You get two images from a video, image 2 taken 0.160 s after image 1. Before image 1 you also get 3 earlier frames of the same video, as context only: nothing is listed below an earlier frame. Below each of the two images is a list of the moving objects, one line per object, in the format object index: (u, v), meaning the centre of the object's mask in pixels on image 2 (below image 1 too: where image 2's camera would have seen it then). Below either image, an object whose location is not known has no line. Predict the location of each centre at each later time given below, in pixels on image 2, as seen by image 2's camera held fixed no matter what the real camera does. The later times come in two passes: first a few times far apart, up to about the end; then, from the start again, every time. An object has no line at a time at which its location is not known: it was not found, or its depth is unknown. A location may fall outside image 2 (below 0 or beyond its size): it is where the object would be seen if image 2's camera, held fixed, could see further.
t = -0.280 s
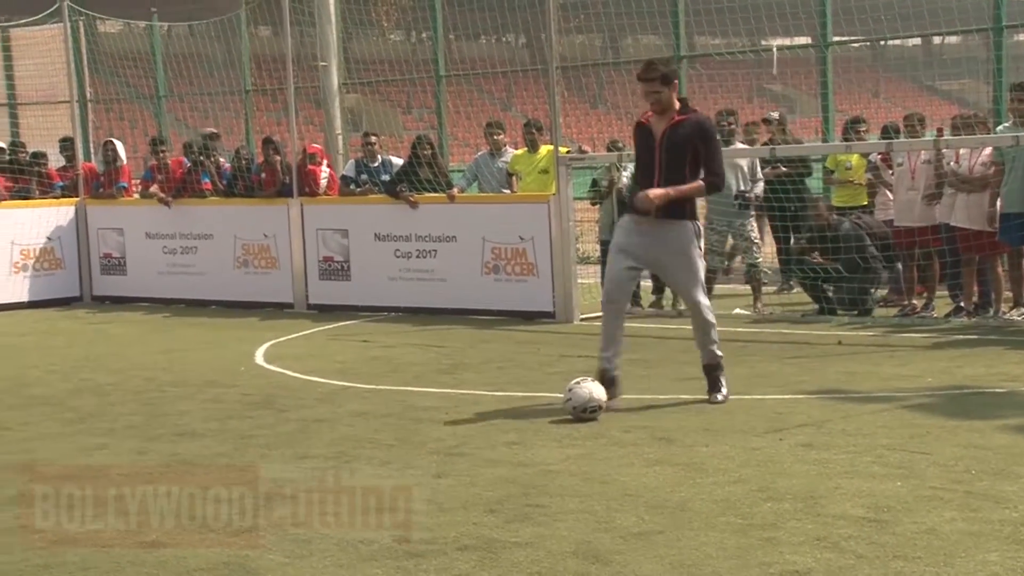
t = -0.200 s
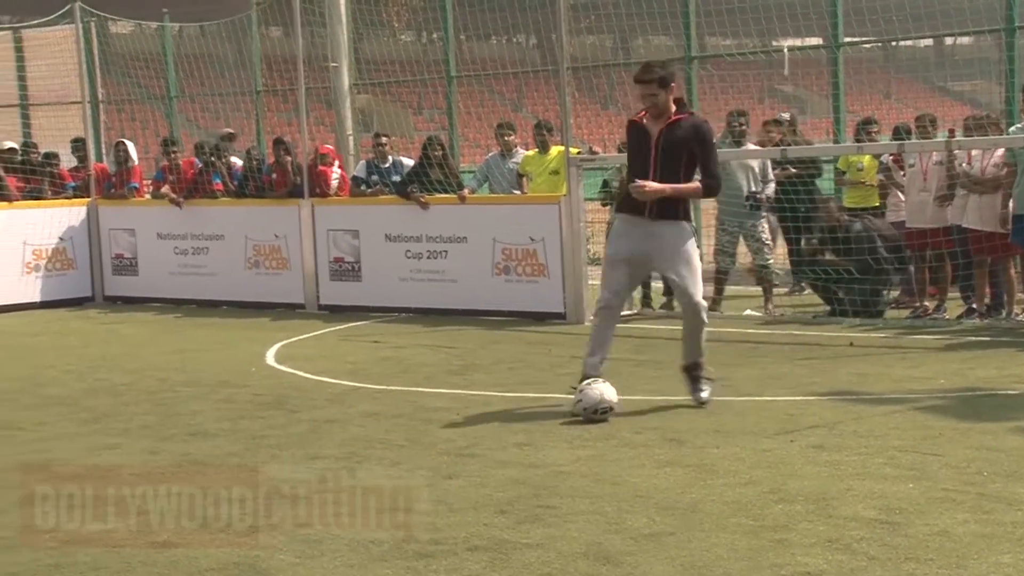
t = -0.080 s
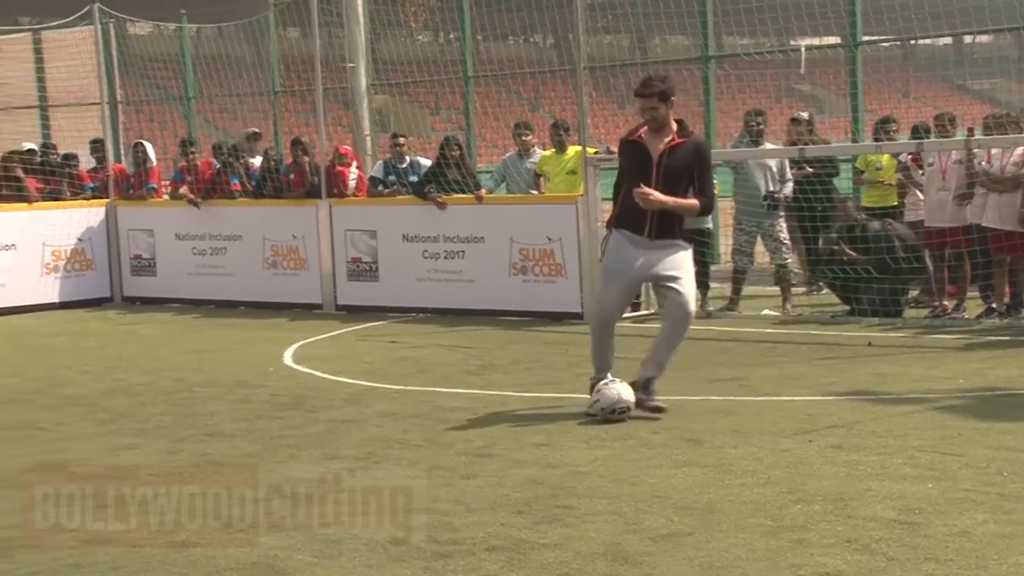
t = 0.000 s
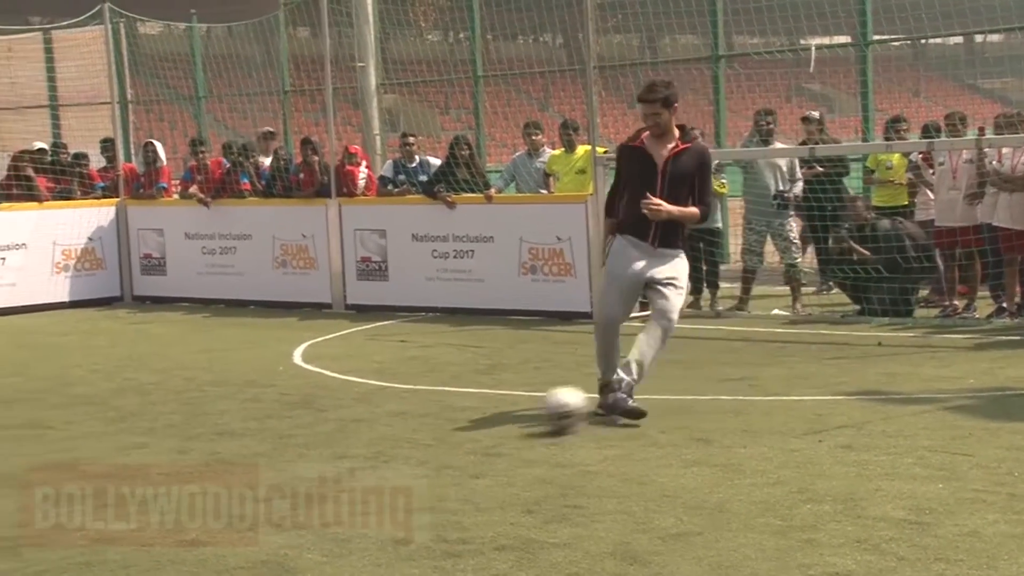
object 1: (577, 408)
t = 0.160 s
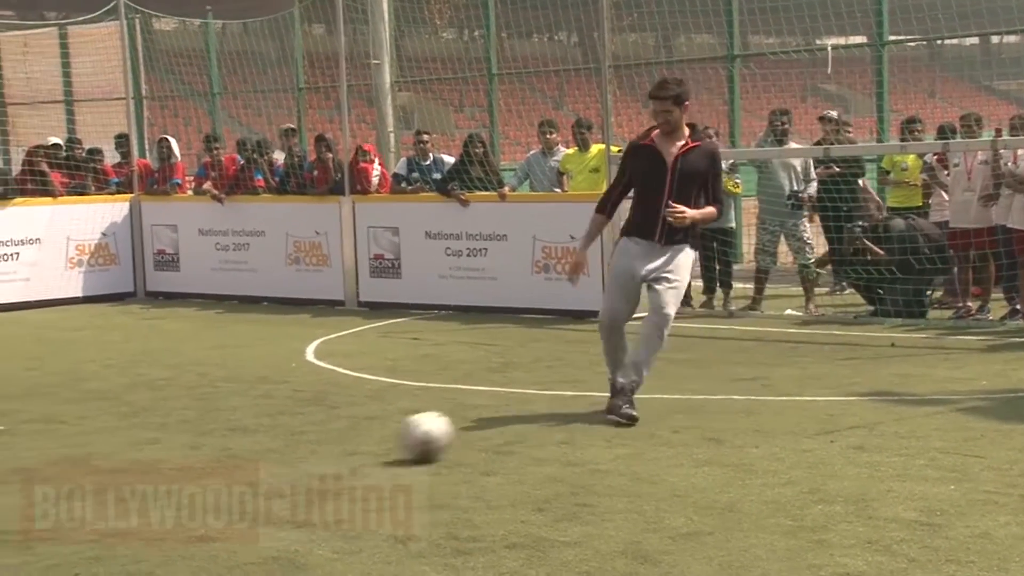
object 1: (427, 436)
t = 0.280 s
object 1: (327, 451)
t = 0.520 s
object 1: (135, 494)
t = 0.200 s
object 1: (391, 443)
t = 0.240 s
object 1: (359, 445)
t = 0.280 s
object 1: (327, 451)
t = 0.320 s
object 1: (294, 460)
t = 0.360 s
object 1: (262, 467)
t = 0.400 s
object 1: (231, 471)
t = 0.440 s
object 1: (200, 479)
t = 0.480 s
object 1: (167, 488)
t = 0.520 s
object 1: (135, 494)
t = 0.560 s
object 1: (102, 499)
